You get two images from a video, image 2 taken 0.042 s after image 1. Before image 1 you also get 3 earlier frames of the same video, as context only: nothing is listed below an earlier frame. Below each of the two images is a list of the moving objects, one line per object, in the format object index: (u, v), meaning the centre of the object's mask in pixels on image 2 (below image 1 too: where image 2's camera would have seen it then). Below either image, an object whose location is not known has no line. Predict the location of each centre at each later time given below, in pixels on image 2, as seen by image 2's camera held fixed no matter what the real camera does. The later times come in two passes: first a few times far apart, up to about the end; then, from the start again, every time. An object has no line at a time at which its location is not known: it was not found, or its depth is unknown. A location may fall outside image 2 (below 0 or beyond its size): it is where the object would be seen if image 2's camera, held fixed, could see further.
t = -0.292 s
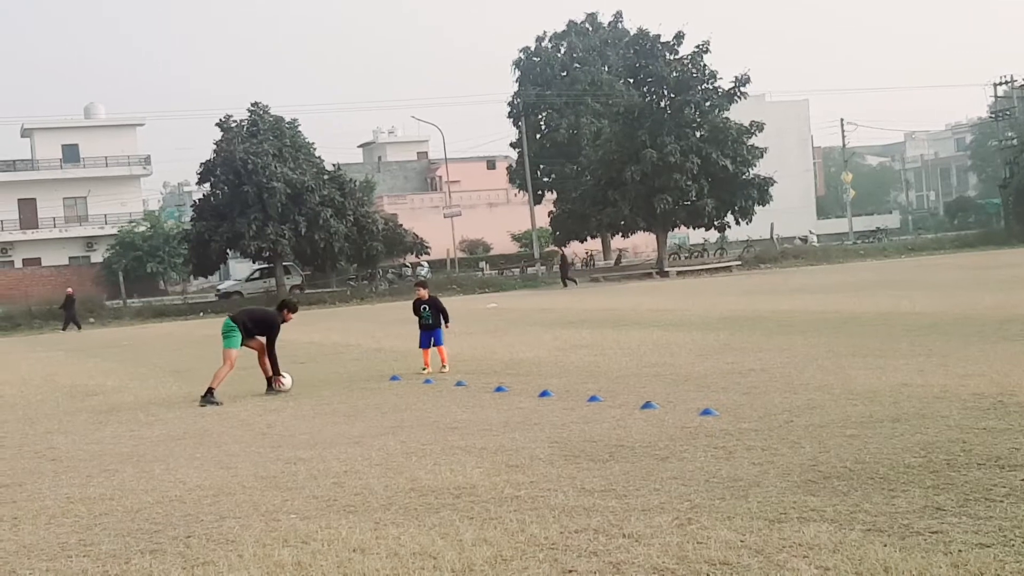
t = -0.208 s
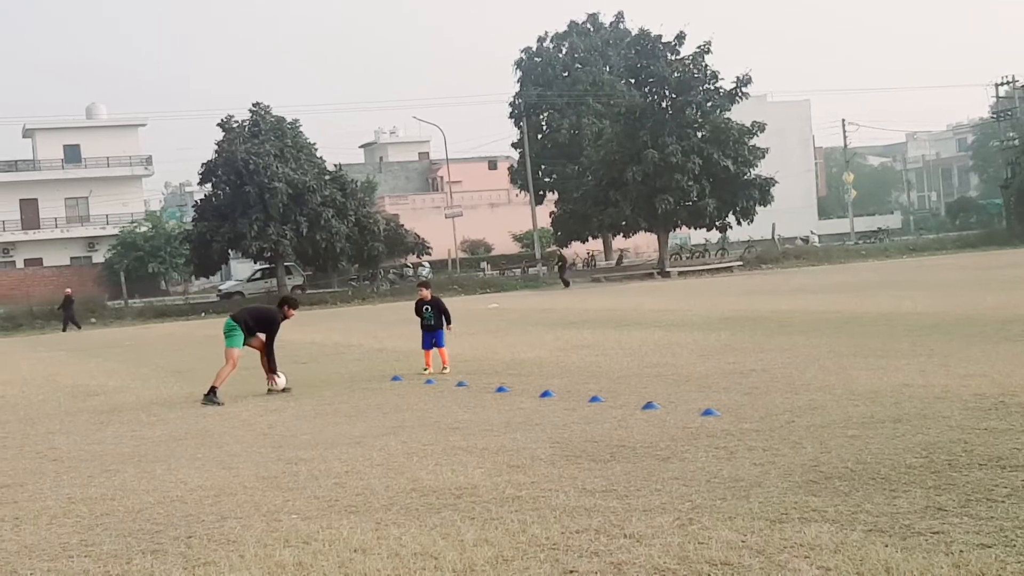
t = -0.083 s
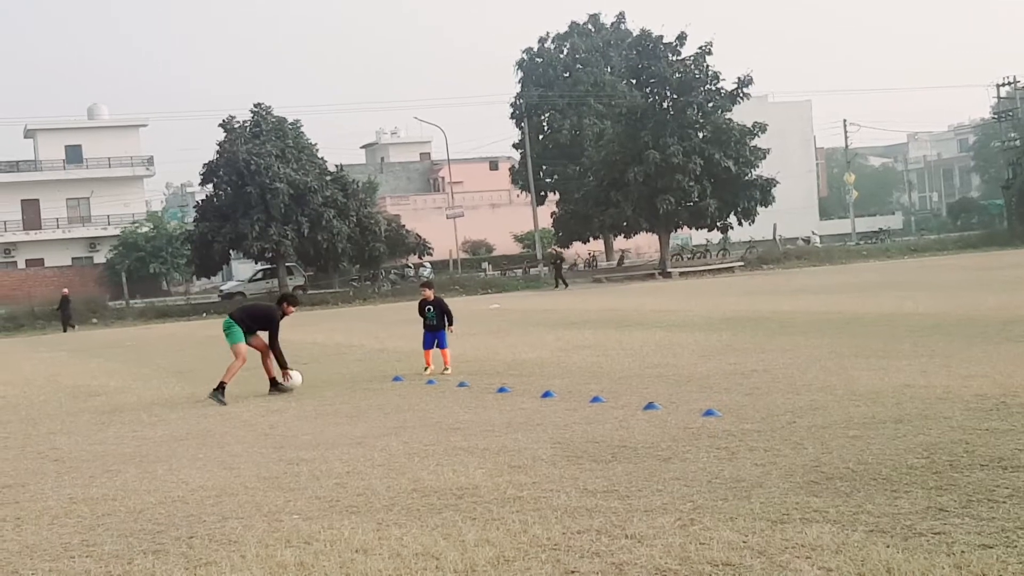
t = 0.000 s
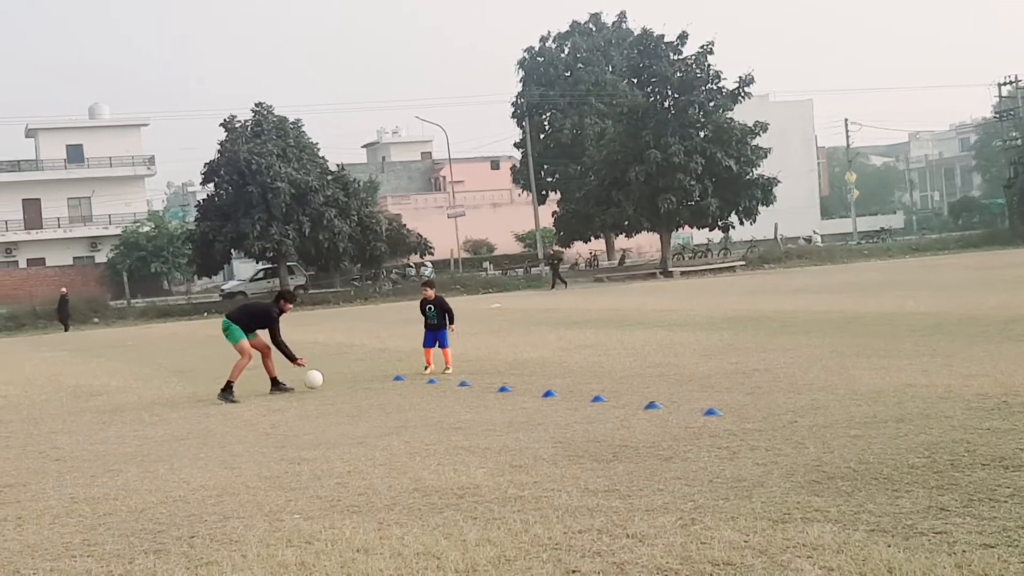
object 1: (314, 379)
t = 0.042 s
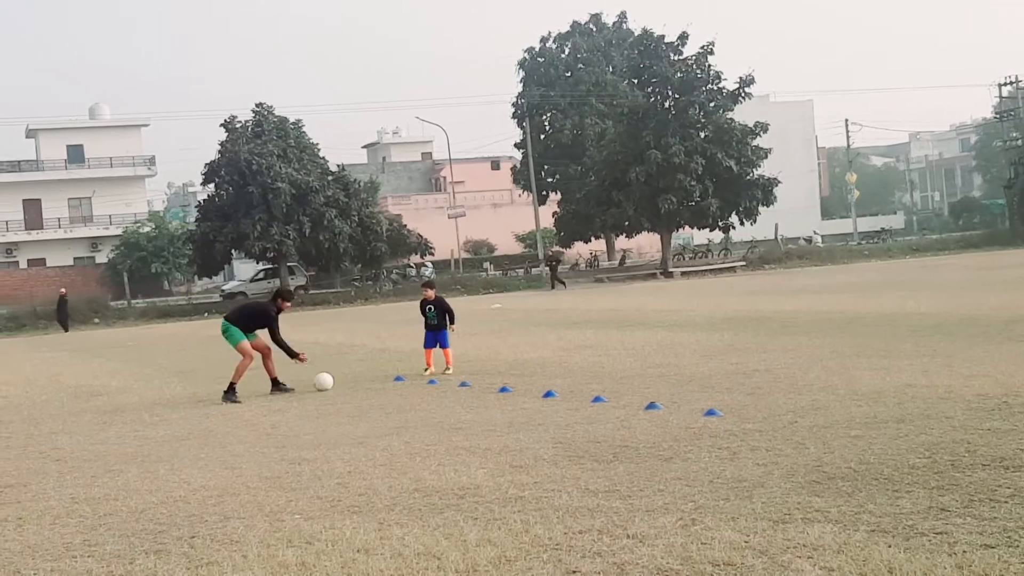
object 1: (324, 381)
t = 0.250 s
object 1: (351, 376)
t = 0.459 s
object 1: (381, 375)
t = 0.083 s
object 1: (329, 378)
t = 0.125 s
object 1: (334, 375)
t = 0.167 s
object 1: (340, 374)
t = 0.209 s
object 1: (345, 374)
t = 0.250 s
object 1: (351, 376)
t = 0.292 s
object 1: (356, 377)
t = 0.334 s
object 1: (363, 376)
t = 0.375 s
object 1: (369, 376)
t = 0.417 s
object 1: (375, 376)
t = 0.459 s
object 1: (381, 375)
